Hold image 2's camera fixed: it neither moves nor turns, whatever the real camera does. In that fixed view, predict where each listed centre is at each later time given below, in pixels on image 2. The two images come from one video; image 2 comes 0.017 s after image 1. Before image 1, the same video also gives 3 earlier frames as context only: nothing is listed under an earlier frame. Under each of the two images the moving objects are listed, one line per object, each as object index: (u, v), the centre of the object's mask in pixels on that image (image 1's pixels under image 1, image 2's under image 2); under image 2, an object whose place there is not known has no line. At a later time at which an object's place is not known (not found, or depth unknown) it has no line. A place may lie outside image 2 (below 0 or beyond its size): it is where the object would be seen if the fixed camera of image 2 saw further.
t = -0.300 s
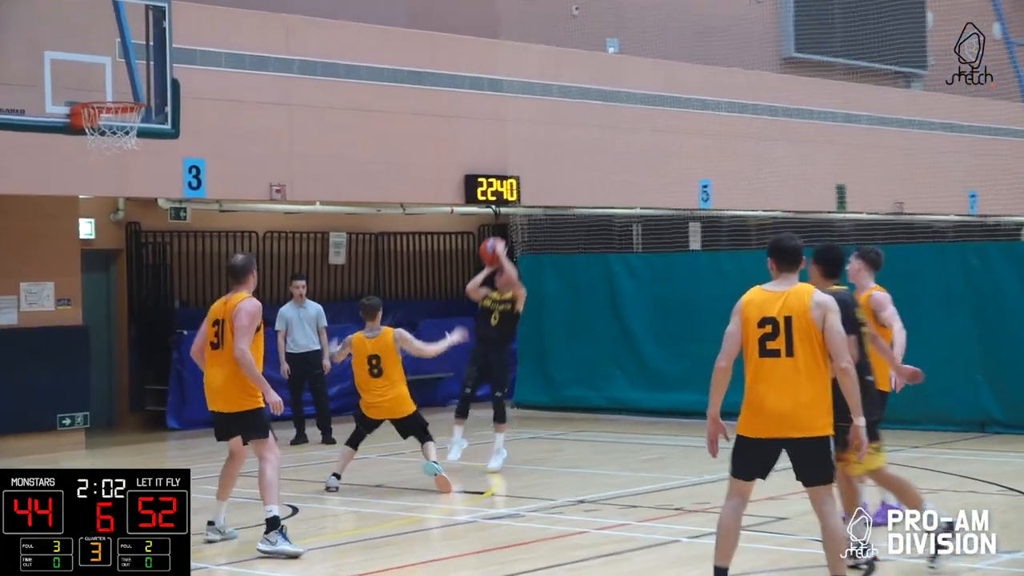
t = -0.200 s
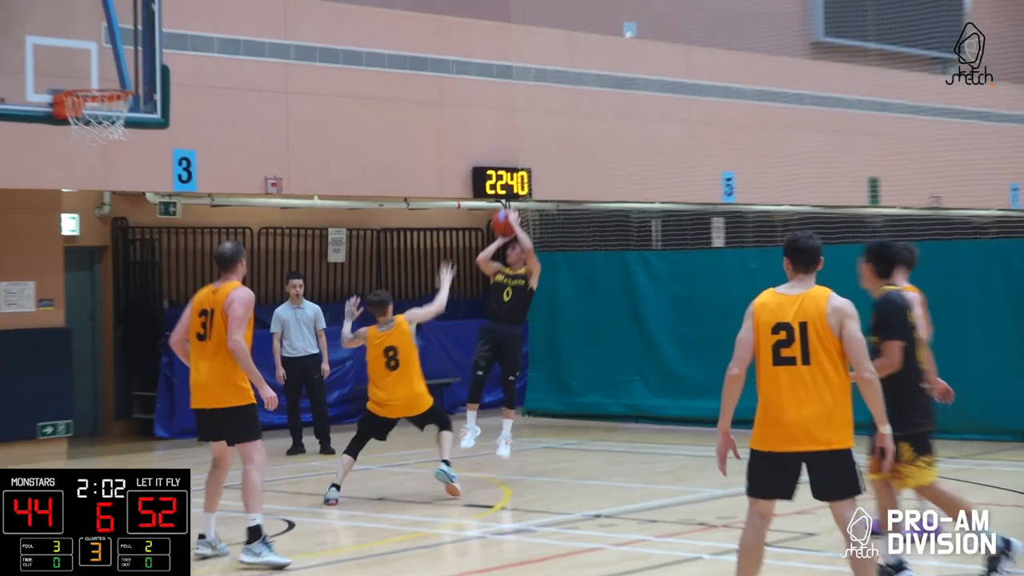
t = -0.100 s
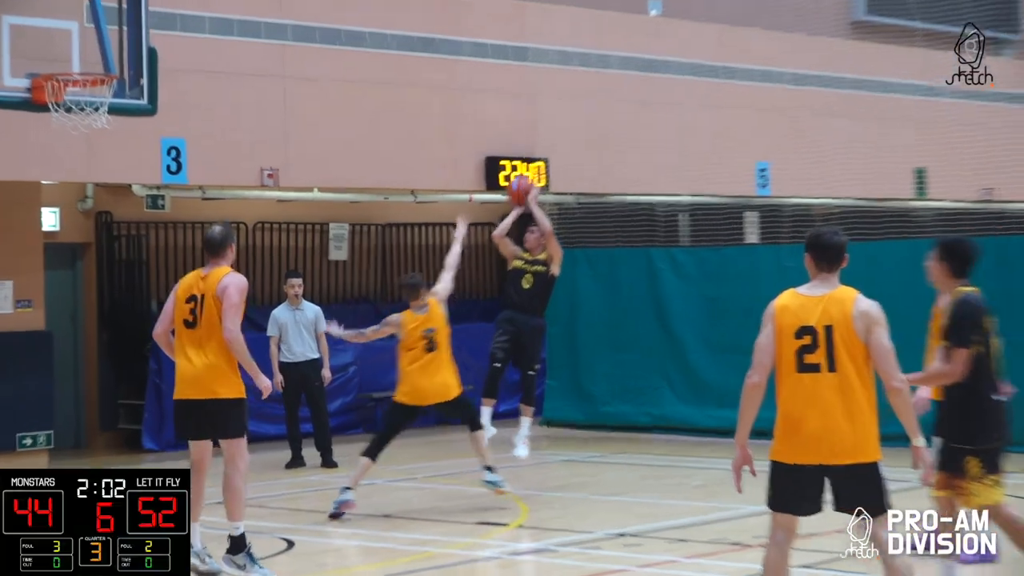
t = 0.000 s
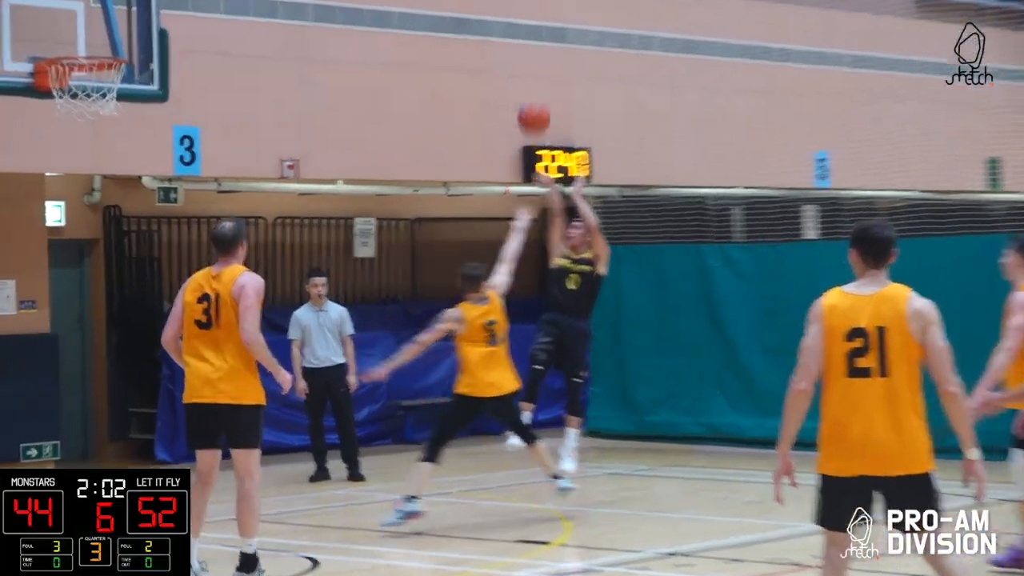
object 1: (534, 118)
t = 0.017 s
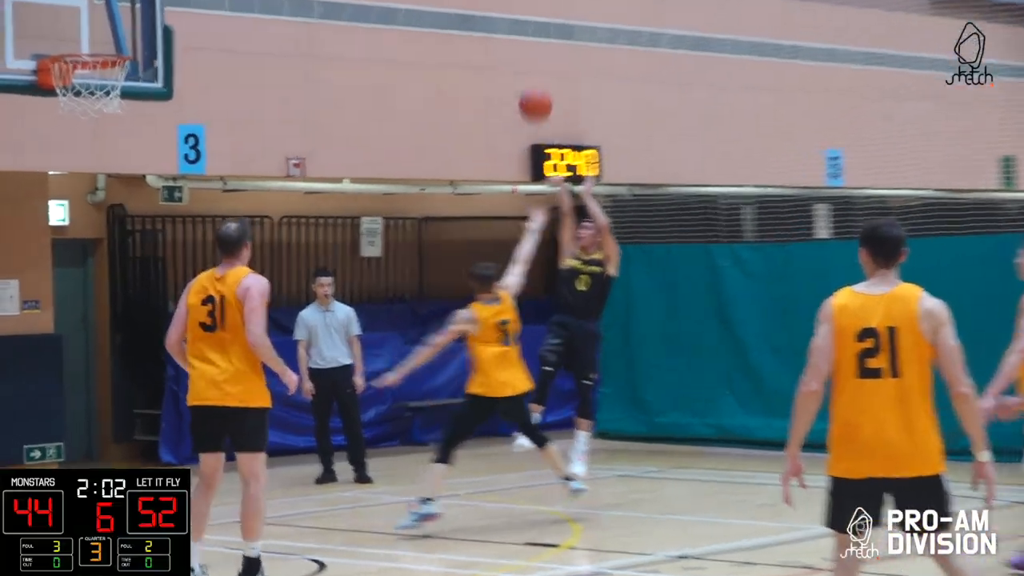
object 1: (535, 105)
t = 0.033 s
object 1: (529, 94)
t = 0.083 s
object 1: (509, 61)
